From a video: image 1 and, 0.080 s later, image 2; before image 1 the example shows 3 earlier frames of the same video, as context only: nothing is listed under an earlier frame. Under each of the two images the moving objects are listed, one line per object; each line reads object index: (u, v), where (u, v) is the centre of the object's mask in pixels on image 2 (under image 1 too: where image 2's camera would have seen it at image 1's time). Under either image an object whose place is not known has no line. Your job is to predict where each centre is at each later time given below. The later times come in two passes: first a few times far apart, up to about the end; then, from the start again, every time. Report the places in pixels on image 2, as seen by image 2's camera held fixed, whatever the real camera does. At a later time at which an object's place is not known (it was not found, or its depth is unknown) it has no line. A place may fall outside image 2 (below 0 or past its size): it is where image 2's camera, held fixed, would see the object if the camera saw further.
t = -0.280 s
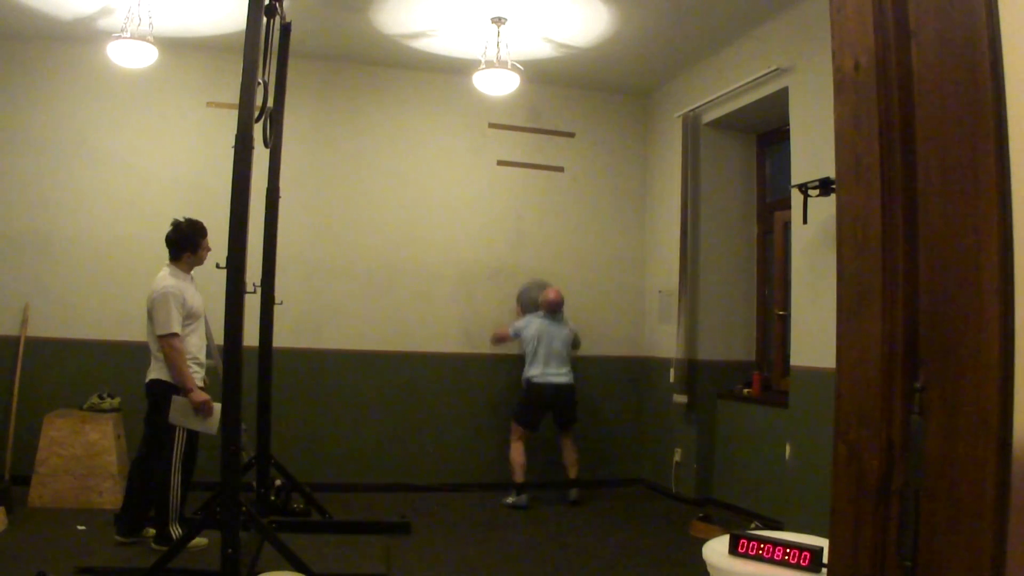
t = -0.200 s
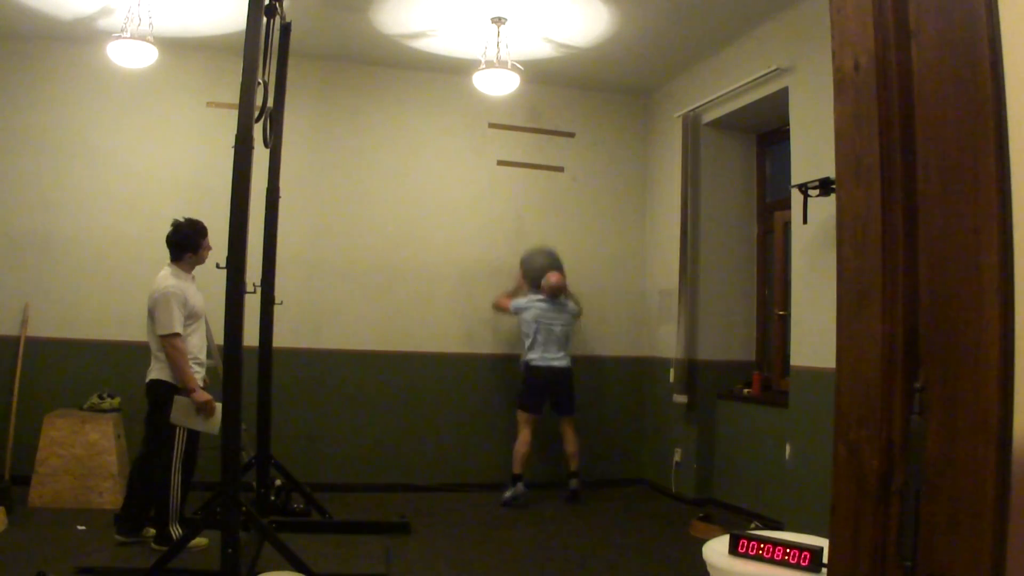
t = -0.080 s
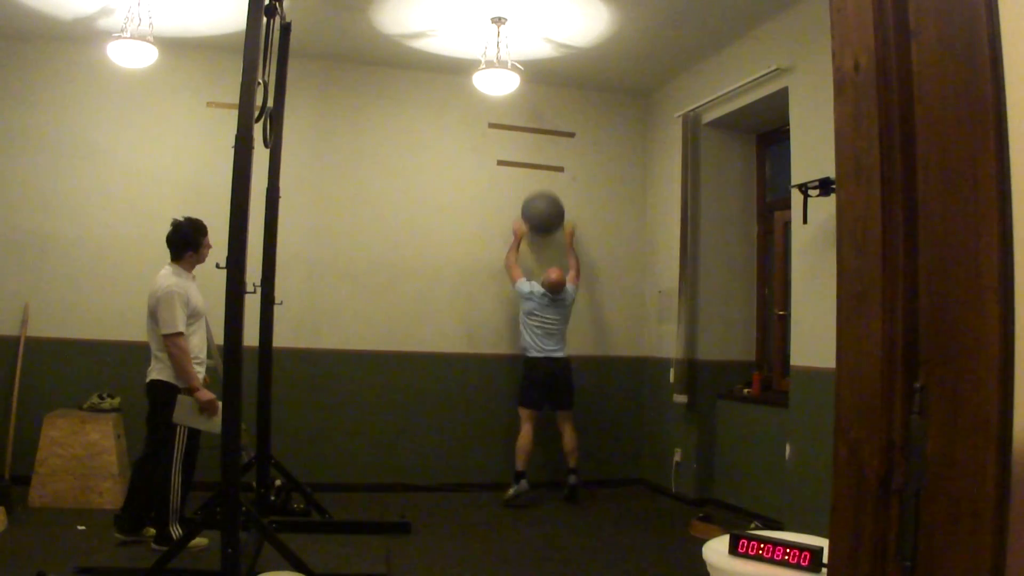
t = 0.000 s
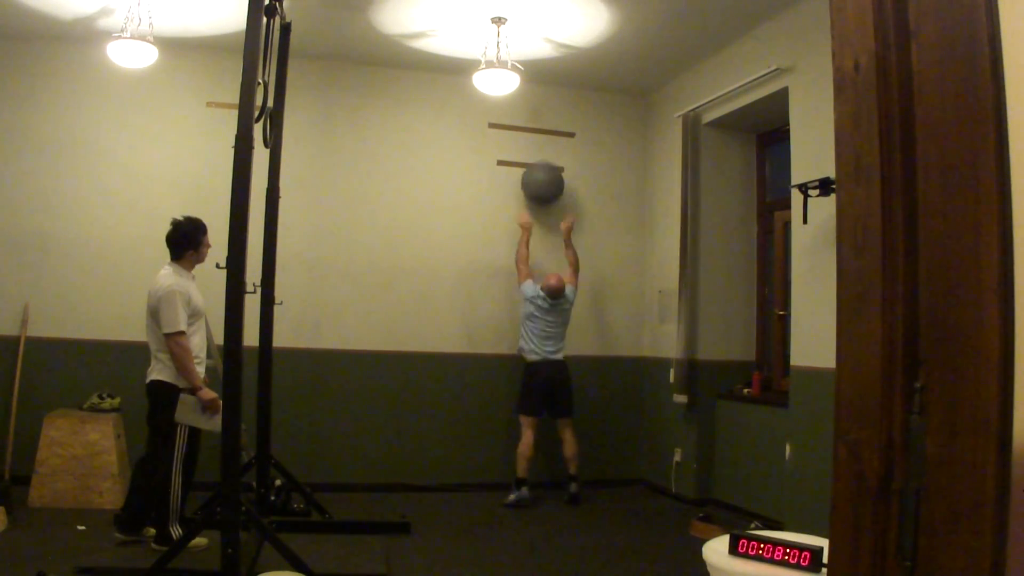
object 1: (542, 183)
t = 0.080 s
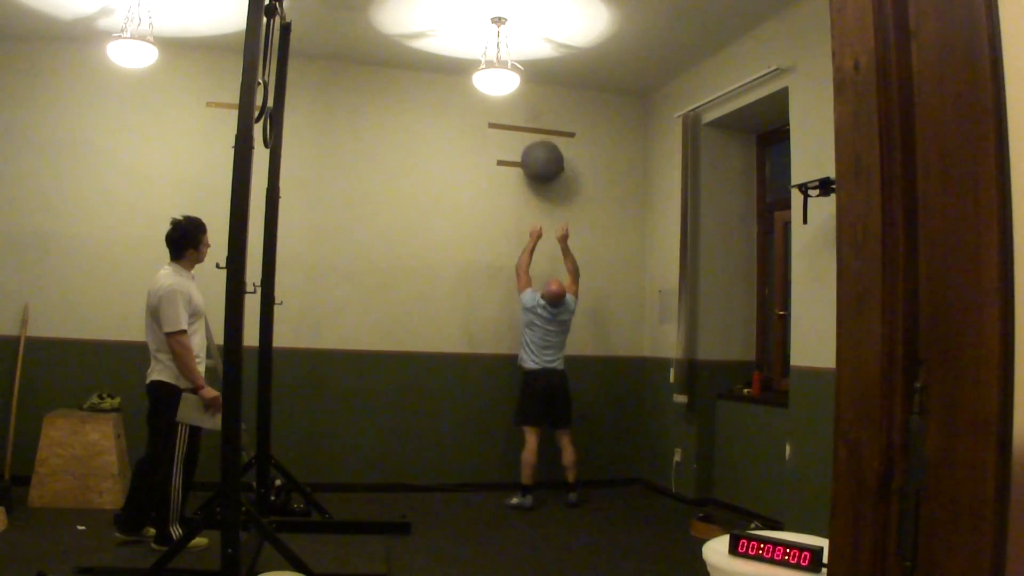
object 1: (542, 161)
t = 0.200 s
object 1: (541, 145)
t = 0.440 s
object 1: (541, 157)
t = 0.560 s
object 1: (540, 189)
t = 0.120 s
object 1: (542, 154)
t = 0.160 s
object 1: (541, 149)
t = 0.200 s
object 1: (541, 145)
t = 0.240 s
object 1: (541, 144)
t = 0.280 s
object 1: (541, 144)
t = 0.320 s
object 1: (541, 144)
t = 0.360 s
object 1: (541, 147)
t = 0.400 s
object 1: (540, 151)
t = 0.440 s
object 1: (541, 157)
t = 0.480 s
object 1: (541, 165)
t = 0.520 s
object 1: (540, 176)
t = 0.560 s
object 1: (540, 189)
